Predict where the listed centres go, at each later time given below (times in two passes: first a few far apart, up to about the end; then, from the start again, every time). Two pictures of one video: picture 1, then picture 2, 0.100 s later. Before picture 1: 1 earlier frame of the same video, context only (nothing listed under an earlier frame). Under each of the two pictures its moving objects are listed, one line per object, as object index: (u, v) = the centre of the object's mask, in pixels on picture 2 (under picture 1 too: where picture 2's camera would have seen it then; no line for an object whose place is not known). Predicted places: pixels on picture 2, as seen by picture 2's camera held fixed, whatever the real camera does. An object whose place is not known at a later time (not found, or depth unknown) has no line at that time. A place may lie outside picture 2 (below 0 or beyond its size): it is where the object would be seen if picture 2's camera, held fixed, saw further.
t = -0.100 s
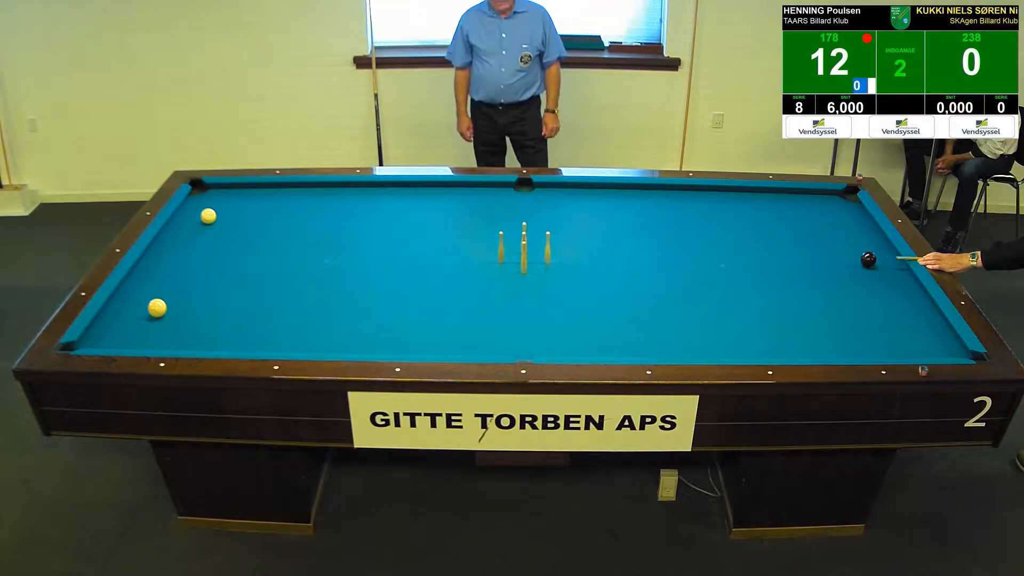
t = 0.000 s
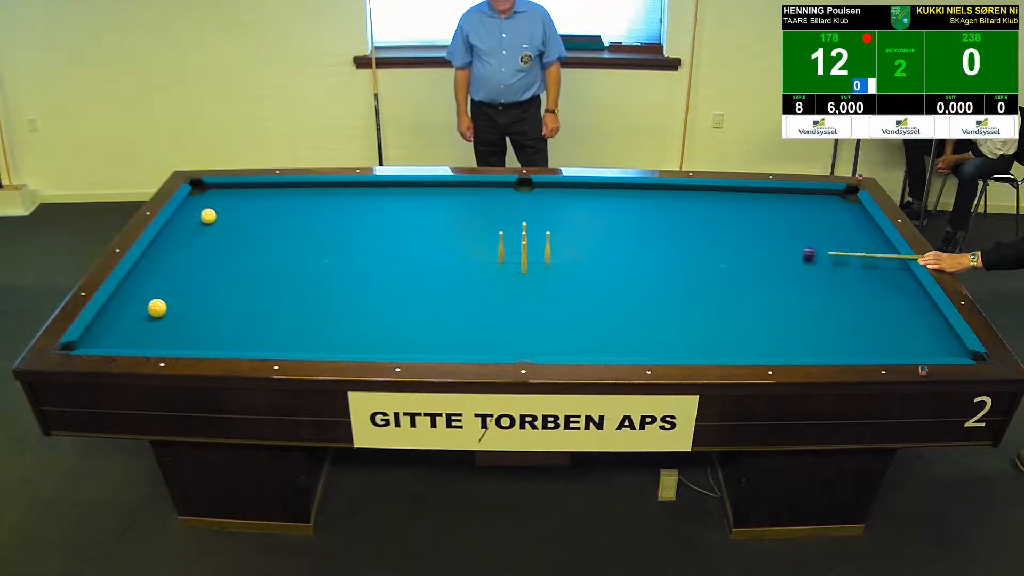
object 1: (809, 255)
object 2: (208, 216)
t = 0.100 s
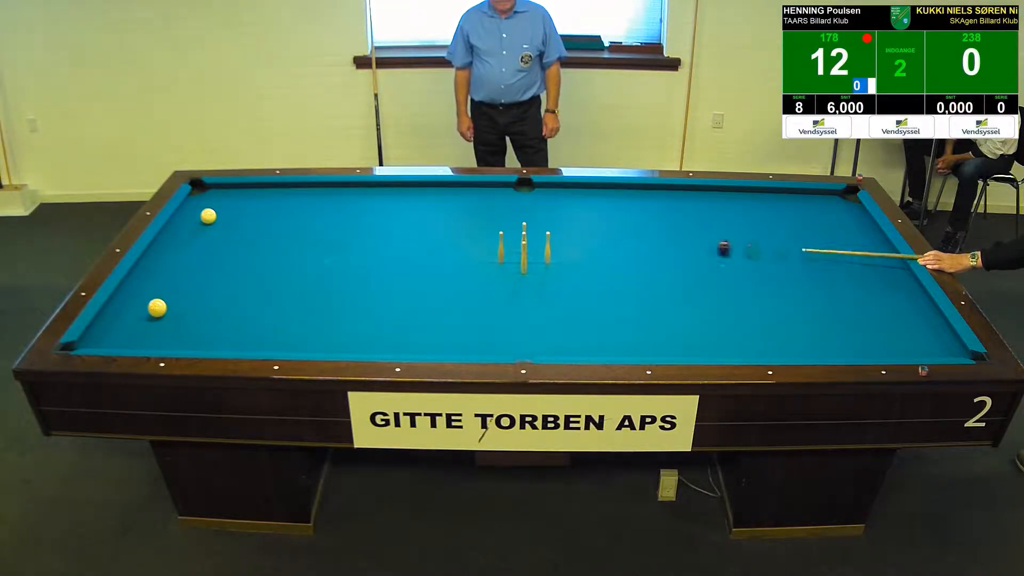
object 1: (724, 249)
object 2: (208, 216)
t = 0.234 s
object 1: (613, 240)
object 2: (208, 216)
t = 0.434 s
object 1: (449, 229)
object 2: (208, 216)
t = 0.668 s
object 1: (273, 218)
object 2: (208, 216)
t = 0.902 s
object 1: (217, 201)
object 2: (217, 221)
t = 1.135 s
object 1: (202, 187)
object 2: (303, 225)
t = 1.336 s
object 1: (203, 197)
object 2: (376, 229)
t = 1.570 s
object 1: (202, 210)
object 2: (464, 234)
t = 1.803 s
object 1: (202, 222)
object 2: (555, 239)
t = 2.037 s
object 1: (201, 234)
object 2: (644, 245)
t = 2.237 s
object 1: (200, 246)
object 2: (720, 251)
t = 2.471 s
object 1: (199, 259)
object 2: (807, 257)
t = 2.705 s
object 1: (199, 272)
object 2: (889, 264)
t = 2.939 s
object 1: (198, 287)
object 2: (856, 265)
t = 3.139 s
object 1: (198, 300)
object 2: (816, 265)
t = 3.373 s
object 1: (197, 315)
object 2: (767, 265)
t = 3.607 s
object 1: (196, 331)
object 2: (718, 265)
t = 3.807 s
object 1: (196, 343)
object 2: (676, 265)
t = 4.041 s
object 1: (203, 341)
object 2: (626, 266)
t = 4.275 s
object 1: (213, 333)
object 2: (576, 266)
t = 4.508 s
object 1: (222, 324)
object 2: (527, 266)
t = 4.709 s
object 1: (229, 317)
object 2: (488, 267)
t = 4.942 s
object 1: (237, 310)
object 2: (443, 268)
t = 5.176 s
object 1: (244, 303)
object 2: (400, 269)
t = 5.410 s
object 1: (251, 296)
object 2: (357, 270)
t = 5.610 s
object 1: (256, 291)
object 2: (322, 271)
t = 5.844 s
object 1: (263, 286)
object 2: (282, 272)
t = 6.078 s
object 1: (268, 281)
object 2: (243, 274)
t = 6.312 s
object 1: (273, 277)
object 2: (206, 275)
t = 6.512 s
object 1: (277, 273)
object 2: (175, 276)
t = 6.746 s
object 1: (281, 269)
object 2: (141, 277)
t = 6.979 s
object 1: (285, 266)
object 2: (144, 278)
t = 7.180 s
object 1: (288, 263)
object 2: (160, 279)
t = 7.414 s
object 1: (291, 260)
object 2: (179, 280)
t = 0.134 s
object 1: (696, 246)
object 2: (208, 216)
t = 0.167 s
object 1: (669, 244)
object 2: (208, 216)
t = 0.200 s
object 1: (641, 242)
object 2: (208, 216)
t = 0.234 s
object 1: (613, 240)
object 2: (208, 216)
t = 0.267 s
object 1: (585, 238)
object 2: (208, 216)
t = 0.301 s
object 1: (558, 236)
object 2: (208, 216)
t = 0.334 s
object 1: (532, 233)
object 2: (208, 216)
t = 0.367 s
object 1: (503, 232)
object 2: (208, 216)
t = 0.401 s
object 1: (476, 230)
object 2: (208, 216)
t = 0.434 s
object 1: (449, 229)
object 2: (208, 216)
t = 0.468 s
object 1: (423, 227)
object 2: (208, 216)
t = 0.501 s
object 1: (397, 226)
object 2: (208, 216)
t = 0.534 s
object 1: (371, 223)
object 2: (208, 216)
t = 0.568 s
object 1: (346, 222)
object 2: (208, 216)
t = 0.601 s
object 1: (321, 221)
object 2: (208, 216)
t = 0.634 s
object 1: (297, 220)
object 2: (208, 216)
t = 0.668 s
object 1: (273, 218)
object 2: (208, 216)
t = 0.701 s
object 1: (249, 218)
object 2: (208, 216)
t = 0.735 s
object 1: (228, 216)
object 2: (208, 216)
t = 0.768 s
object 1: (223, 213)
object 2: (190, 217)
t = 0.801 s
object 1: (222, 210)
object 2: (175, 219)
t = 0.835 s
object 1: (221, 207)
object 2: (189, 220)
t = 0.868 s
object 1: (219, 204)
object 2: (203, 220)
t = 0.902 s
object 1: (217, 201)
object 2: (217, 221)
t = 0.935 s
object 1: (214, 199)
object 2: (230, 222)
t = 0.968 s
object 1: (211, 196)
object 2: (243, 222)
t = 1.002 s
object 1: (207, 194)
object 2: (256, 223)
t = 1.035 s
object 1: (202, 192)
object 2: (268, 223)
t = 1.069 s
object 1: (198, 189)
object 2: (280, 224)
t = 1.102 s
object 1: (199, 186)
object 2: (292, 225)
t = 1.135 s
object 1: (202, 187)
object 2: (303, 225)
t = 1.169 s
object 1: (203, 189)
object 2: (315, 226)
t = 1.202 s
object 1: (203, 191)
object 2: (327, 226)
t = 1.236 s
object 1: (204, 193)
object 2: (339, 227)
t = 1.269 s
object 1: (203, 194)
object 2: (352, 227)
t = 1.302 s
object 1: (203, 196)
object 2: (364, 228)
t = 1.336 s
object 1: (203, 197)
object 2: (376, 229)
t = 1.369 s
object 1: (203, 199)
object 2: (389, 230)
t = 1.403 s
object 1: (203, 201)
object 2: (401, 230)
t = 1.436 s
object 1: (203, 203)
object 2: (413, 231)
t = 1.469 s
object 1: (203, 205)
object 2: (426, 232)
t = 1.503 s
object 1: (203, 207)
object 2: (439, 232)
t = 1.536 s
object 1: (202, 208)
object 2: (451, 233)
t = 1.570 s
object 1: (202, 210)
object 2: (464, 234)
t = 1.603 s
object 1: (203, 212)
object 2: (477, 235)
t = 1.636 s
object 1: (202, 213)
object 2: (489, 235)
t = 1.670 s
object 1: (202, 215)
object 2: (502, 236)
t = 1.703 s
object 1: (202, 217)
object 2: (514, 237)
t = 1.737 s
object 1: (202, 218)
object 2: (529, 238)
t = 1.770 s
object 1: (202, 220)
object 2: (540, 239)
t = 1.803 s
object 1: (202, 222)
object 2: (555, 239)
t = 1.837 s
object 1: (201, 223)
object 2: (567, 240)
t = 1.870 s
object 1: (201, 225)
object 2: (580, 241)
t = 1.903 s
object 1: (201, 227)
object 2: (592, 242)
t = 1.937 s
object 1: (201, 229)
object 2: (605, 243)
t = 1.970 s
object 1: (201, 231)
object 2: (618, 244)
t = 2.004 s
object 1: (201, 232)
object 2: (631, 244)
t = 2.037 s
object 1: (201, 234)
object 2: (644, 245)
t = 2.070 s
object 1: (201, 236)
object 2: (657, 246)
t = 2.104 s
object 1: (200, 238)
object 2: (669, 247)
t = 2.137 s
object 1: (200, 240)
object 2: (682, 248)
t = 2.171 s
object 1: (200, 242)
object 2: (695, 249)
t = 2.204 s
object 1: (200, 244)
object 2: (707, 250)
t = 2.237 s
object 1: (200, 246)
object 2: (720, 251)
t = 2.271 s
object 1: (200, 247)
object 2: (733, 252)
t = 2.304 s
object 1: (200, 249)
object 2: (745, 253)
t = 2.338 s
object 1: (200, 251)
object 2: (757, 253)
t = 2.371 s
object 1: (200, 253)
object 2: (770, 254)
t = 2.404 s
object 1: (199, 255)
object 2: (782, 255)
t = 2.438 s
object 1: (199, 257)
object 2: (794, 256)
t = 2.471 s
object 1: (199, 259)
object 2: (807, 257)
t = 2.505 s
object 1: (199, 261)
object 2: (818, 258)
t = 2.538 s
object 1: (199, 263)
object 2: (830, 259)
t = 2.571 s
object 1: (199, 265)
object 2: (843, 260)
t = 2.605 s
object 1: (199, 267)
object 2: (854, 261)
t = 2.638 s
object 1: (199, 269)
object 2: (866, 261)
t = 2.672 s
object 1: (199, 271)
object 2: (877, 263)
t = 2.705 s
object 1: (199, 272)
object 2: (889, 264)
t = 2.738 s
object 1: (199, 275)
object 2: (900, 265)
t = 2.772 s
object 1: (199, 277)
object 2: (895, 265)
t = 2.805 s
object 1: (199, 279)
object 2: (887, 265)
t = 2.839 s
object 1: (198, 281)
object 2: (878, 265)
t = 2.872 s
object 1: (198, 283)
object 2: (871, 265)
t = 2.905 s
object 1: (198, 285)
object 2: (863, 265)
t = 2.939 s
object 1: (198, 287)
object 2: (856, 265)
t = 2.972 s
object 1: (198, 289)
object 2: (850, 265)
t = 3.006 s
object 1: (198, 291)
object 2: (843, 265)
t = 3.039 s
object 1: (198, 293)
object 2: (836, 264)
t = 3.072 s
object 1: (198, 295)
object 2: (829, 265)
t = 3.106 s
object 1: (198, 297)
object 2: (822, 265)
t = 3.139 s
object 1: (198, 300)
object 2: (816, 265)
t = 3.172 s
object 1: (198, 302)
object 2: (809, 265)
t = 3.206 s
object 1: (198, 304)
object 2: (802, 265)
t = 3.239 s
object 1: (197, 306)
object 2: (795, 265)
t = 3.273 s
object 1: (197, 308)
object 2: (788, 265)
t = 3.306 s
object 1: (197, 310)
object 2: (781, 265)
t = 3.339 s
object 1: (197, 312)
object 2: (774, 265)
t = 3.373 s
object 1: (197, 315)
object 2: (767, 265)
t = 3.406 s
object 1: (197, 317)
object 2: (760, 265)
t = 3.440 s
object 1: (197, 319)
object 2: (753, 265)
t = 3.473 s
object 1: (197, 321)
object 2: (746, 265)
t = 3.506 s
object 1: (197, 324)
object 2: (739, 265)
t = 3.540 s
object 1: (197, 326)
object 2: (732, 265)
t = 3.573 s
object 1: (196, 328)
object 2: (725, 265)
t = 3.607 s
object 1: (196, 331)
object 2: (718, 265)
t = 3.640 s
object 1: (196, 333)
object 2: (711, 265)
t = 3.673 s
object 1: (196, 335)
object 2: (704, 265)
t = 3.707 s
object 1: (196, 338)
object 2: (697, 265)
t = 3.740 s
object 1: (196, 340)
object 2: (689, 265)
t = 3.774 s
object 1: (196, 341)
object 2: (682, 265)
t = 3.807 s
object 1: (196, 343)
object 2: (676, 265)
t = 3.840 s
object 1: (196, 344)
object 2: (668, 265)
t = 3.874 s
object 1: (196, 345)
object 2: (661, 265)
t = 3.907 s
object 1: (197, 345)
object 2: (654, 265)
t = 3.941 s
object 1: (199, 344)
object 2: (647, 265)
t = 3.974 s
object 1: (200, 343)
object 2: (640, 265)
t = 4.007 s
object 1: (202, 342)
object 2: (633, 265)
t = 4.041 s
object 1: (203, 341)
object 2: (626, 266)
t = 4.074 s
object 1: (204, 340)
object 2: (619, 266)
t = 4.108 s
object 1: (206, 339)
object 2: (611, 266)
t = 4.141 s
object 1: (207, 338)
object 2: (604, 266)
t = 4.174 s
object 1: (209, 336)
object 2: (597, 266)
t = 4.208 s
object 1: (210, 335)
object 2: (590, 266)
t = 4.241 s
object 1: (211, 334)
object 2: (583, 266)
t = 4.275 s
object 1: (213, 333)
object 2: (576, 266)
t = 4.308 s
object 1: (214, 331)
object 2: (569, 266)
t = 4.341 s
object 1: (215, 330)
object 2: (562, 266)
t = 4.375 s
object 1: (216, 329)
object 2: (555, 266)
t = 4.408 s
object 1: (218, 327)
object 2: (548, 266)
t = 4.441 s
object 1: (219, 326)
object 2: (540, 266)
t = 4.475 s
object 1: (220, 325)
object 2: (534, 266)
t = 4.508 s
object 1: (222, 324)
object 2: (527, 266)
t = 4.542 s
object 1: (223, 323)
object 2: (521, 266)
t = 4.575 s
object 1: (224, 322)
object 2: (514, 267)
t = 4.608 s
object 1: (225, 320)
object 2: (508, 267)
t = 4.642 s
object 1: (226, 319)
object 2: (501, 267)
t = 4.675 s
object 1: (227, 318)
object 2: (495, 267)
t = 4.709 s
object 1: (229, 317)
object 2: (488, 267)
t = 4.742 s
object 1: (230, 316)
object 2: (482, 267)
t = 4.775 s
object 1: (231, 315)
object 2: (476, 267)
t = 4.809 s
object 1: (232, 314)
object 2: (469, 267)
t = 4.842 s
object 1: (233, 313)
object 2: (463, 268)
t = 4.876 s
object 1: (234, 312)
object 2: (456, 267)
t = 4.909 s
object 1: (236, 311)
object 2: (450, 268)
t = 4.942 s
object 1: (237, 310)
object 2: (443, 268)
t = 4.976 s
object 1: (238, 309)
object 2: (437, 268)
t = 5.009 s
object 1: (239, 308)
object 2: (431, 268)
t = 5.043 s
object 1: (240, 307)
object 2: (425, 268)
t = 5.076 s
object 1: (241, 306)
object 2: (419, 269)
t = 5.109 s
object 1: (242, 305)
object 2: (412, 269)
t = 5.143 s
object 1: (243, 304)
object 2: (406, 269)
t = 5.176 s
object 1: (244, 303)
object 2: (400, 269)
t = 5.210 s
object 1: (245, 302)
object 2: (393, 269)
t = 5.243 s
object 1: (246, 301)
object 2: (388, 270)
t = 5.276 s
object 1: (247, 300)
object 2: (381, 269)
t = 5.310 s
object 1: (248, 299)
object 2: (375, 270)
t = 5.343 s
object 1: (249, 298)
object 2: (369, 270)
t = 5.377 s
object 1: (250, 297)
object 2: (363, 270)
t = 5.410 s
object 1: (251, 296)
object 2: (357, 270)
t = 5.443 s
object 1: (252, 296)
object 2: (351, 270)
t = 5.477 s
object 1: (253, 295)
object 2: (346, 270)
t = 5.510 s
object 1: (254, 294)
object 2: (339, 271)
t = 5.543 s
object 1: (255, 293)
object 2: (334, 271)
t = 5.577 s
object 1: (256, 292)
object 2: (328, 271)
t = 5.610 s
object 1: (256, 291)
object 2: (322, 271)
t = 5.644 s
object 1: (257, 291)
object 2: (316, 271)
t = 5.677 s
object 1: (258, 290)
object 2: (310, 272)
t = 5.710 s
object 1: (259, 289)
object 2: (305, 272)
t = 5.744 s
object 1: (260, 288)
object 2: (299, 272)
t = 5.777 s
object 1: (261, 288)
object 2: (293, 272)
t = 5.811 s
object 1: (262, 287)
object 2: (287, 272)
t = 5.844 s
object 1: (263, 286)
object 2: (282, 272)
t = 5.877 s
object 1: (263, 285)
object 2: (276, 272)
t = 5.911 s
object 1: (264, 285)
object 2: (271, 272)
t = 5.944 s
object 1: (265, 284)
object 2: (265, 271)
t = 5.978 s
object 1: (266, 283)
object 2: (258, 271)
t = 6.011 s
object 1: (266, 283)
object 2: (253, 273)
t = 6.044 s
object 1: (267, 282)
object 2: (248, 273)
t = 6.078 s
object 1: (268, 281)
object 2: (243, 274)
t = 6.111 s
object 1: (268, 280)
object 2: (237, 274)
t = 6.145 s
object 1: (269, 279)
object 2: (232, 274)
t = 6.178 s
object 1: (270, 279)
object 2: (227, 274)
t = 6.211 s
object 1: (271, 278)
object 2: (221, 274)
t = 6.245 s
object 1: (271, 278)
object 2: (216, 275)
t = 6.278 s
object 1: (272, 277)
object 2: (211, 275)
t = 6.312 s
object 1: (273, 277)
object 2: (206, 275)
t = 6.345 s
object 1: (273, 276)
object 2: (201, 275)
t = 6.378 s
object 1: (274, 275)
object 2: (195, 275)
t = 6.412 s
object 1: (275, 275)
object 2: (190, 275)
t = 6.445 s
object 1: (275, 274)
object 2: (185, 275)
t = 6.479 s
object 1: (276, 273)
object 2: (180, 276)
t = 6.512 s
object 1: (277, 273)
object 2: (175, 276)
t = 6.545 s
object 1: (277, 272)
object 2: (170, 276)
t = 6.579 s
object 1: (278, 272)
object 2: (165, 276)
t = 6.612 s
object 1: (279, 271)
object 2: (160, 277)
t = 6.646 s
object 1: (279, 271)
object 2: (155, 277)
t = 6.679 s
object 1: (280, 270)
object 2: (150, 277)
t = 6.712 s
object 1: (281, 270)
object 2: (145, 277)
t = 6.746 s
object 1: (281, 269)
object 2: (141, 277)
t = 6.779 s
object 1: (282, 269)
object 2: (136, 277)
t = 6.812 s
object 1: (282, 268)
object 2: (131, 277)
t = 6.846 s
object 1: (283, 267)
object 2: (132, 277)
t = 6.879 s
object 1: (283, 267)
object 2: (136, 278)
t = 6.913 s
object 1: (284, 267)
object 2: (138, 278)
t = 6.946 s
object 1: (284, 266)
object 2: (141, 278)
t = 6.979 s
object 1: (285, 266)
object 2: (144, 278)
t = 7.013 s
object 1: (286, 265)
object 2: (147, 278)
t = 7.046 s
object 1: (286, 264)
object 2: (149, 278)
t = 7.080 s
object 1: (287, 264)
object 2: (152, 279)
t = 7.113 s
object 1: (287, 263)
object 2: (155, 279)
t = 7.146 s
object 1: (288, 263)
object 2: (158, 279)
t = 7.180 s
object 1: (288, 263)
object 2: (160, 279)
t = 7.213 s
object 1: (289, 262)
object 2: (163, 279)
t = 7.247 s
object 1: (289, 262)
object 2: (166, 279)
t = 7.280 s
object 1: (290, 261)
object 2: (168, 279)
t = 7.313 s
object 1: (290, 261)
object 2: (171, 279)
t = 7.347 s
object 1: (290, 261)
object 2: (174, 279)
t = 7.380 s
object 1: (291, 260)
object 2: (176, 280)
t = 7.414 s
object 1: (291, 260)
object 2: (179, 280)
